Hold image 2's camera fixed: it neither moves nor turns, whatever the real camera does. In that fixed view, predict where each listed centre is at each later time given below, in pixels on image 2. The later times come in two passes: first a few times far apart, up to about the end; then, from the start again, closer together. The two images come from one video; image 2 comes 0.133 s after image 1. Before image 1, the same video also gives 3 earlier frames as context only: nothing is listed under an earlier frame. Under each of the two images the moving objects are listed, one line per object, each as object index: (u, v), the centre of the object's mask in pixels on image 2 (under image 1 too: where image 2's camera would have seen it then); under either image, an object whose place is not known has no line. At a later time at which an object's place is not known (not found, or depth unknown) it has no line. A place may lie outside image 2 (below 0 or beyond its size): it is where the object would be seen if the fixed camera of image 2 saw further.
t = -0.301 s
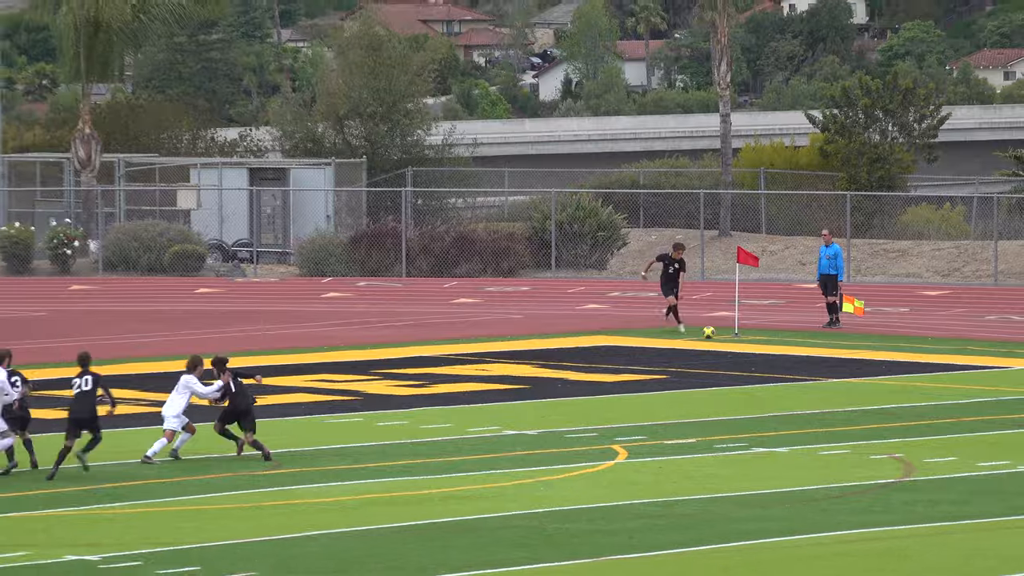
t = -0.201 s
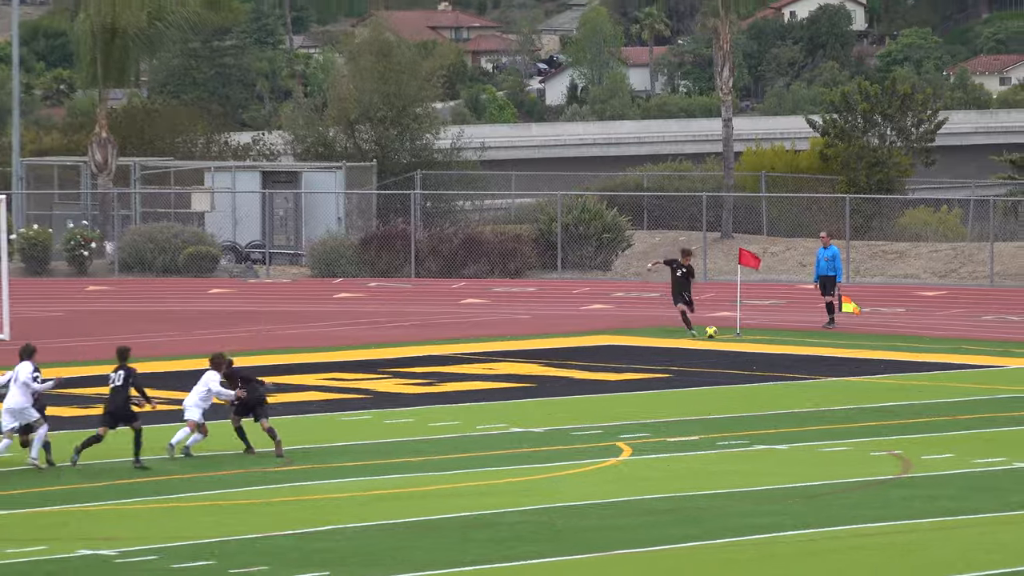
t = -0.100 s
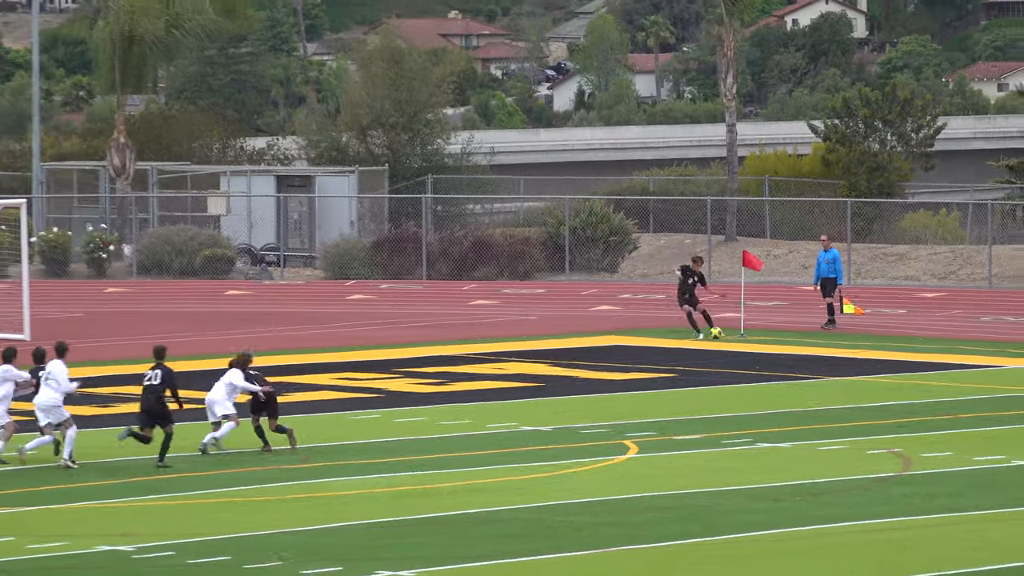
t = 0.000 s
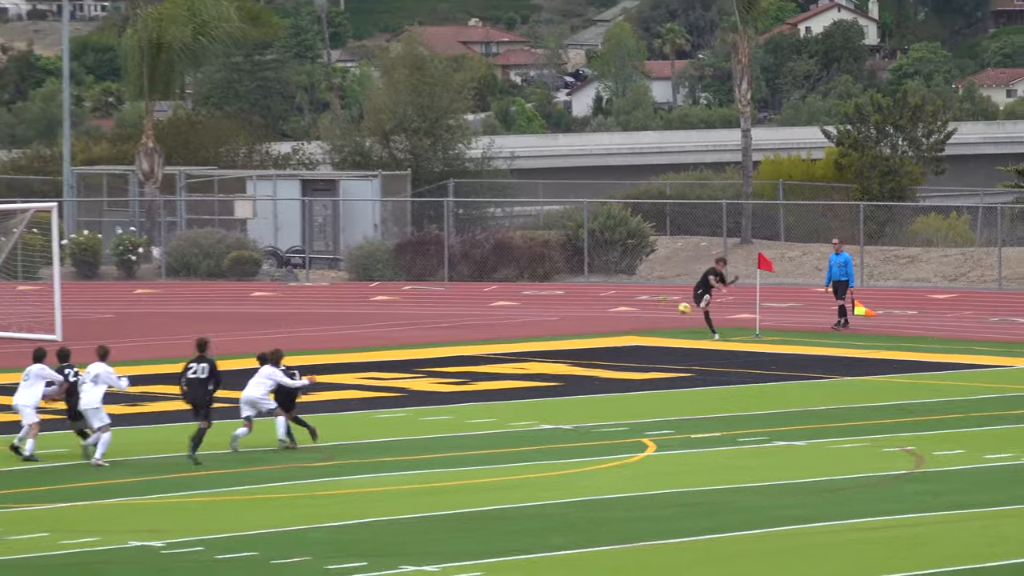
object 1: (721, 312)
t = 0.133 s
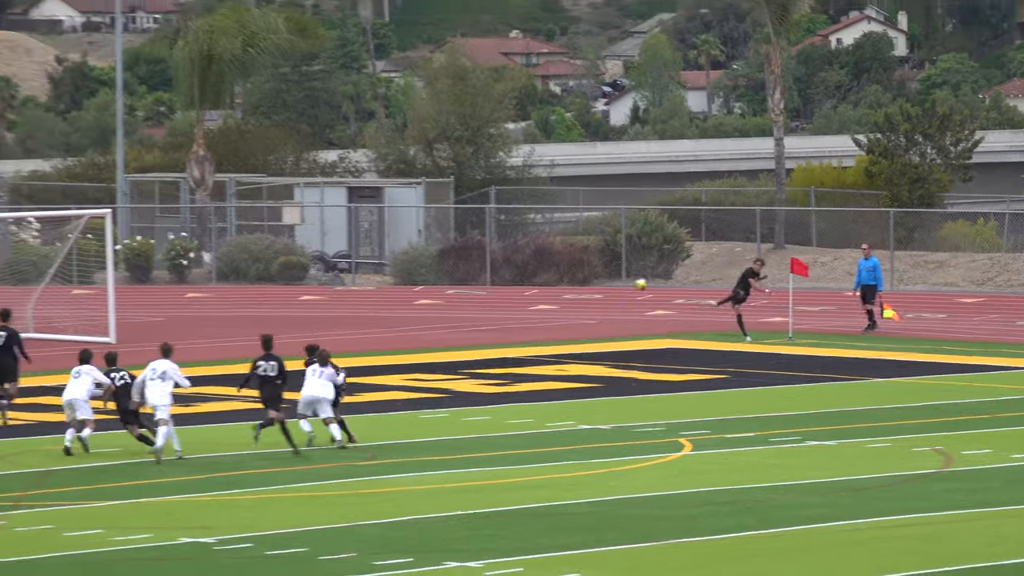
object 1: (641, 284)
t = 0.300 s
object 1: (532, 267)
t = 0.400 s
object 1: (463, 267)
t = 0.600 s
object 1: (318, 282)
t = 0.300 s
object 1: (532, 267)
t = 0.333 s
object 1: (509, 266)
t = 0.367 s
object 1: (487, 266)
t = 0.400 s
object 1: (463, 267)
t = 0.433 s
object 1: (440, 268)
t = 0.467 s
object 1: (416, 269)
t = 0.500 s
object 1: (392, 272)
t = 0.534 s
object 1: (368, 274)
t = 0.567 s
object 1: (343, 278)
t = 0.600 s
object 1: (318, 282)
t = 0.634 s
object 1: (294, 287)
